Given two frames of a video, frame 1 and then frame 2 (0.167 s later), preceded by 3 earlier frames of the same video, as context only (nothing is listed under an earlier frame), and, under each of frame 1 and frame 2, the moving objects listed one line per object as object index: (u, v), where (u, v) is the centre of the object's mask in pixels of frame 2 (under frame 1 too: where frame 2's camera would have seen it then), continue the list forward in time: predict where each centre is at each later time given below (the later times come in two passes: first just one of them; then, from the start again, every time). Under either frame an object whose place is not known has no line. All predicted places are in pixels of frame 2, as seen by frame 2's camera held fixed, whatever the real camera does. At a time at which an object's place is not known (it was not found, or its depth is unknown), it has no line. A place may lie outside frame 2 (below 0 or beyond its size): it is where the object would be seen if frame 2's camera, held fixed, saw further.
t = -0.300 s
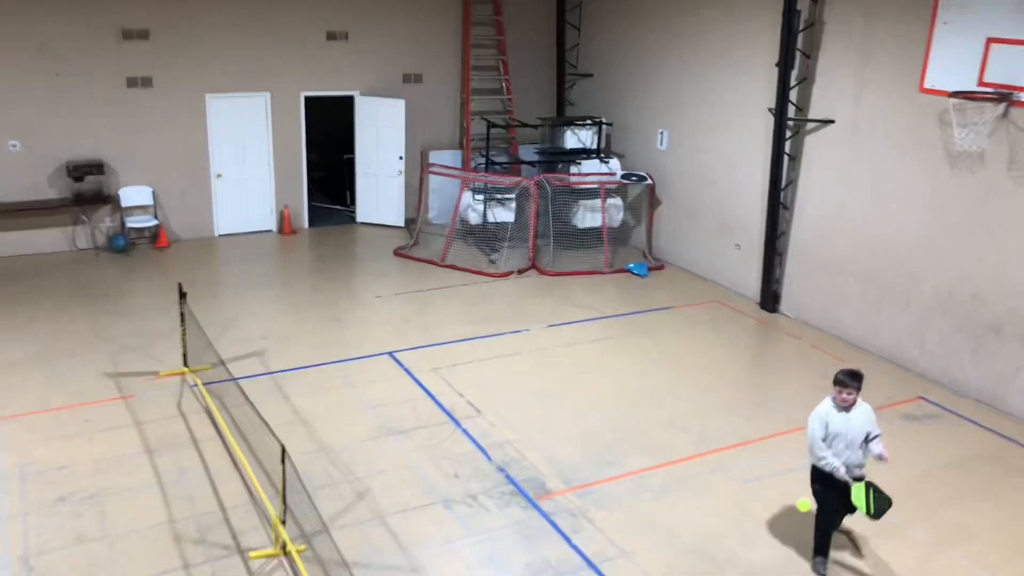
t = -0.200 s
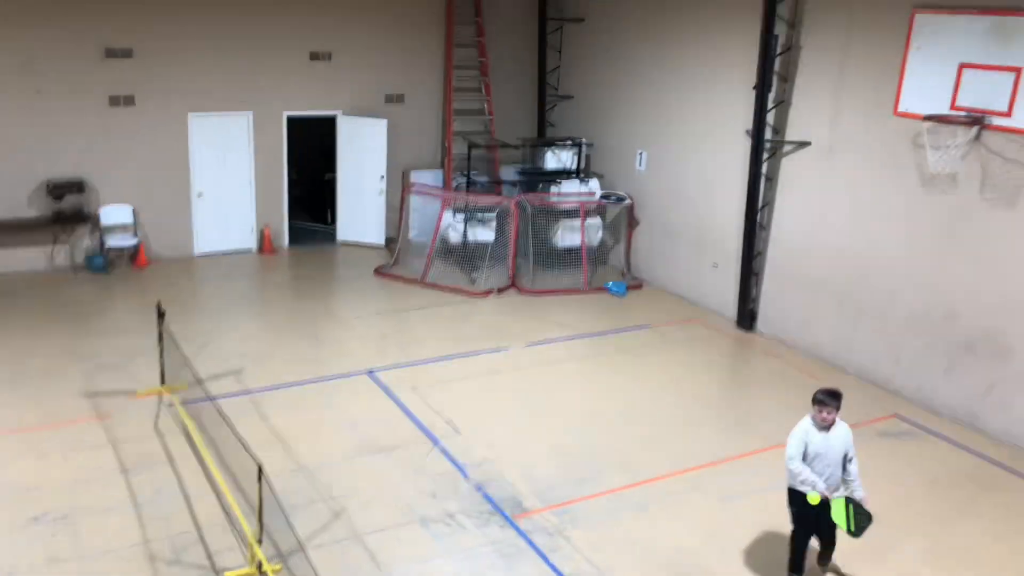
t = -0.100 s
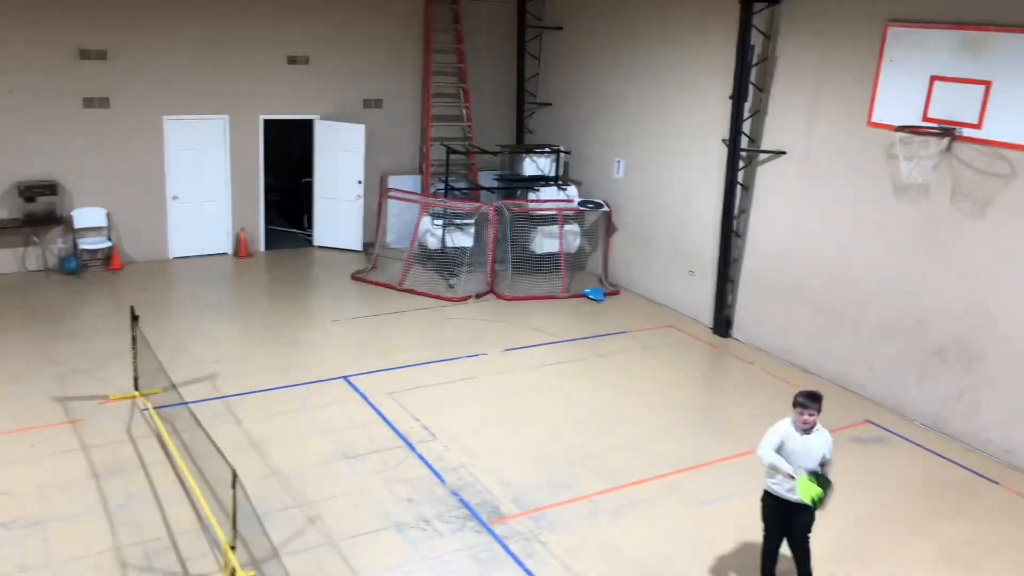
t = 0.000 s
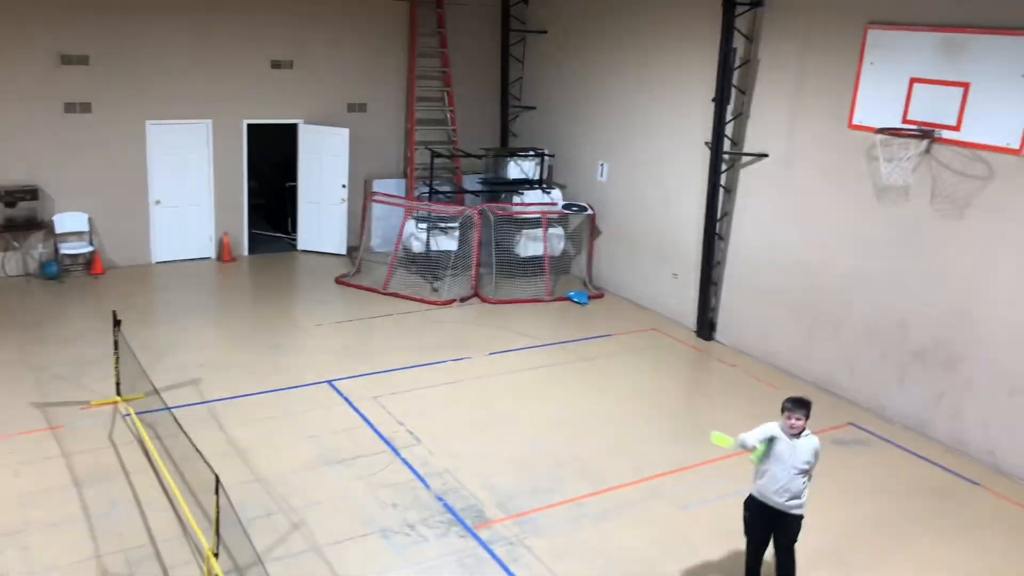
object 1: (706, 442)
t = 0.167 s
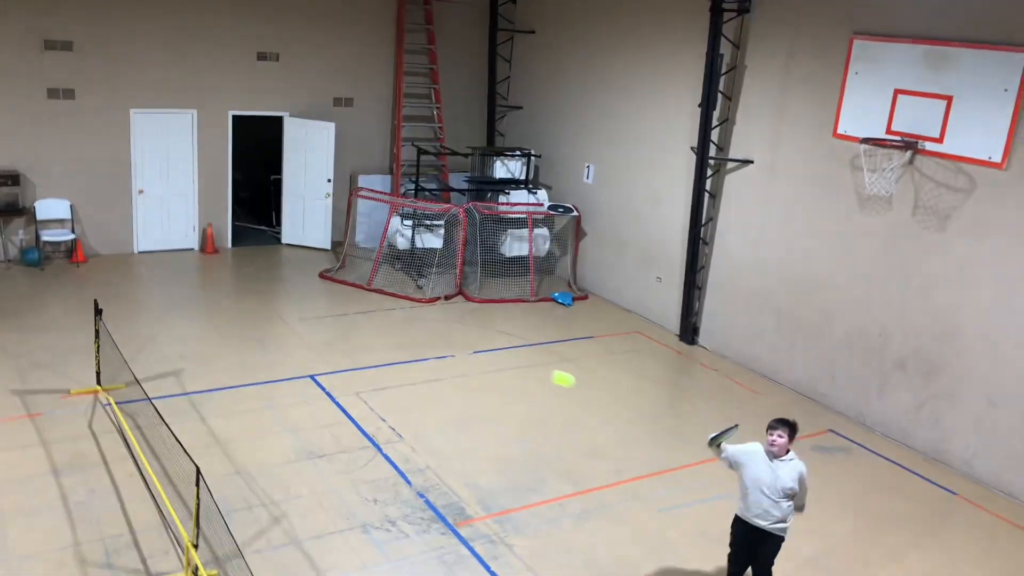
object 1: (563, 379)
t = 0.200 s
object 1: (532, 370)
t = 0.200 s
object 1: (532, 370)
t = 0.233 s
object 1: (500, 364)
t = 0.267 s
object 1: (467, 360)
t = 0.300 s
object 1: (433, 356)
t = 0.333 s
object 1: (399, 356)
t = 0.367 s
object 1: (364, 357)
